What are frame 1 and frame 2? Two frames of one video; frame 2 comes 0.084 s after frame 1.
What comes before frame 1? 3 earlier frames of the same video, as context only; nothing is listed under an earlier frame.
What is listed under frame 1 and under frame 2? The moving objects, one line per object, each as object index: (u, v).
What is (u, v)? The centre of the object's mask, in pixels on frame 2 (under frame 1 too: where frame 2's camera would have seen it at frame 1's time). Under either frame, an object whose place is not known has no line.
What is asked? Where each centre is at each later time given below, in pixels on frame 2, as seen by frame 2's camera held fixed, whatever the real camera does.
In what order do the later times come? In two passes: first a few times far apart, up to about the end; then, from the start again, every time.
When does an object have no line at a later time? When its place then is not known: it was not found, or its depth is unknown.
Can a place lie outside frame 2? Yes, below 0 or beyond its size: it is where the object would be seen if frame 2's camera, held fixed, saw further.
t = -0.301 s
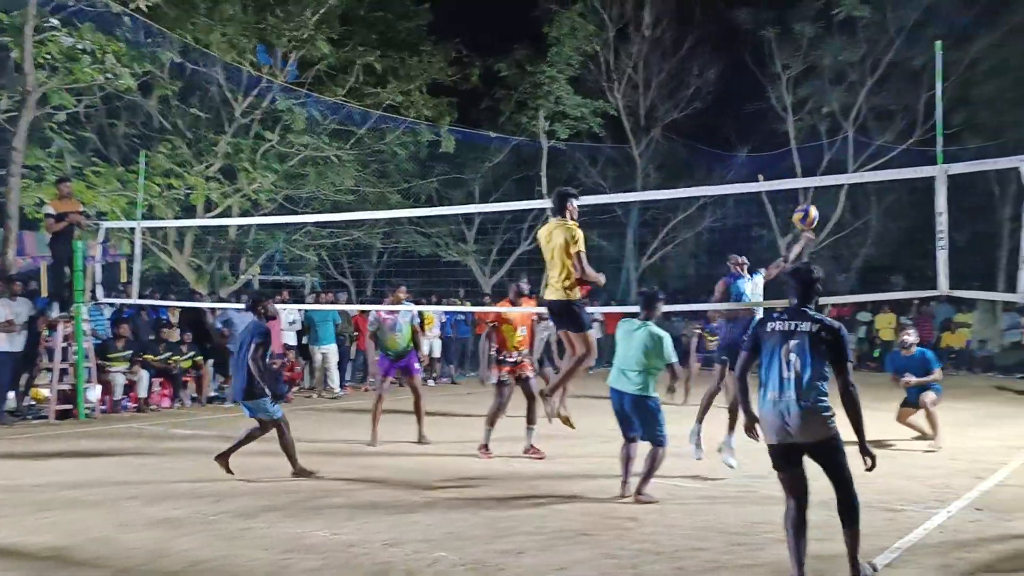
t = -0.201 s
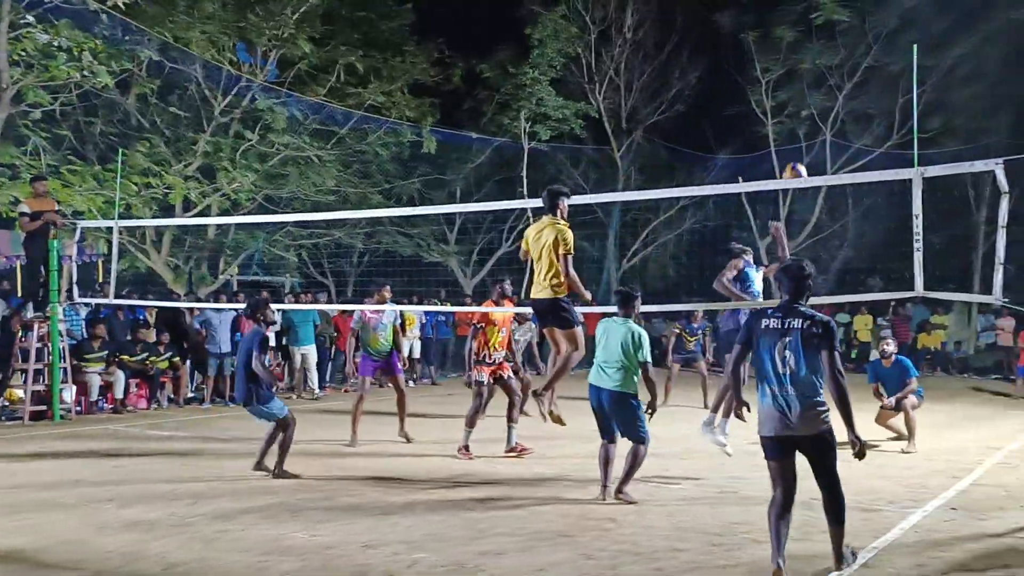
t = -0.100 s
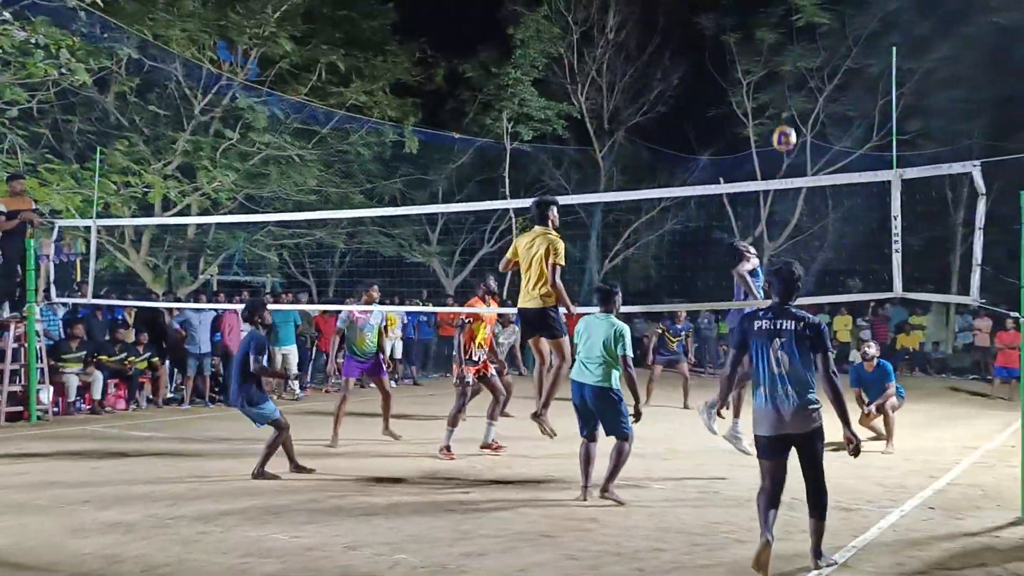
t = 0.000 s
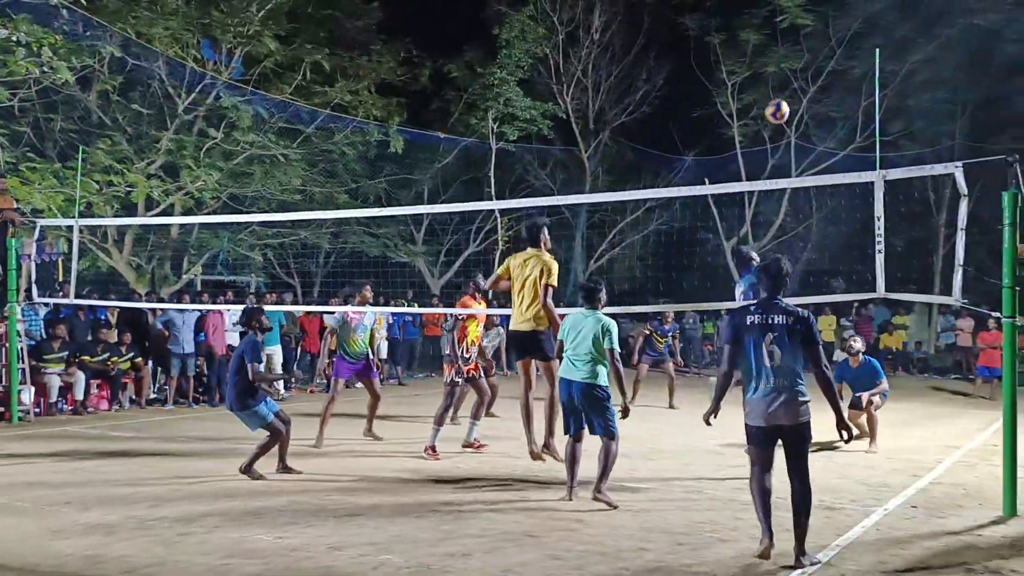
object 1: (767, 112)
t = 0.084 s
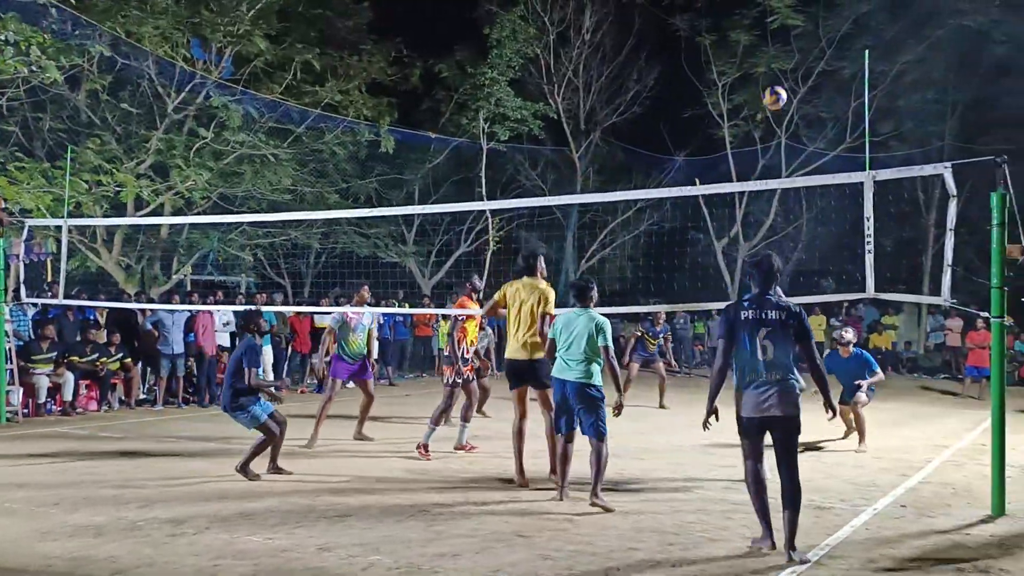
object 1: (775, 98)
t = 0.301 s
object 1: (792, 93)
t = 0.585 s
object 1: (813, 154)
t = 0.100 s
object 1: (776, 96)
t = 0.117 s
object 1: (777, 94)
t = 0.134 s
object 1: (779, 93)
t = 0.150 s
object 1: (780, 91)
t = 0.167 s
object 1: (782, 91)
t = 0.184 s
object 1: (783, 90)
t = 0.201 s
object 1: (784, 89)
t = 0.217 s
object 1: (786, 89)
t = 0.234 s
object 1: (787, 89)
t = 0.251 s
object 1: (788, 90)
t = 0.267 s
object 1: (790, 90)
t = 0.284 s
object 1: (791, 92)
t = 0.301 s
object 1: (792, 93)
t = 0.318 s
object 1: (794, 94)
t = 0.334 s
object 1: (795, 96)
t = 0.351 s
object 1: (796, 98)
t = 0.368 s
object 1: (798, 100)
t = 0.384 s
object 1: (799, 104)
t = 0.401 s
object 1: (800, 106)
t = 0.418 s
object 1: (801, 109)
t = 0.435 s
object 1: (803, 113)
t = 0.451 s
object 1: (804, 116)
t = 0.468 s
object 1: (805, 120)
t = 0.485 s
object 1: (806, 124)
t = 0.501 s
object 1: (807, 129)
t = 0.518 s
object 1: (809, 133)
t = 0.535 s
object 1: (810, 138)
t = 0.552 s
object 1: (811, 143)
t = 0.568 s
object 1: (812, 149)
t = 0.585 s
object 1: (813, 154)
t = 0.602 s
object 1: (815, 160)
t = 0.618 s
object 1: (816, 165)
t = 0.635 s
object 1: (817, 169)
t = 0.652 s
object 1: (819, 172)
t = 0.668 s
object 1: (820, 191)
